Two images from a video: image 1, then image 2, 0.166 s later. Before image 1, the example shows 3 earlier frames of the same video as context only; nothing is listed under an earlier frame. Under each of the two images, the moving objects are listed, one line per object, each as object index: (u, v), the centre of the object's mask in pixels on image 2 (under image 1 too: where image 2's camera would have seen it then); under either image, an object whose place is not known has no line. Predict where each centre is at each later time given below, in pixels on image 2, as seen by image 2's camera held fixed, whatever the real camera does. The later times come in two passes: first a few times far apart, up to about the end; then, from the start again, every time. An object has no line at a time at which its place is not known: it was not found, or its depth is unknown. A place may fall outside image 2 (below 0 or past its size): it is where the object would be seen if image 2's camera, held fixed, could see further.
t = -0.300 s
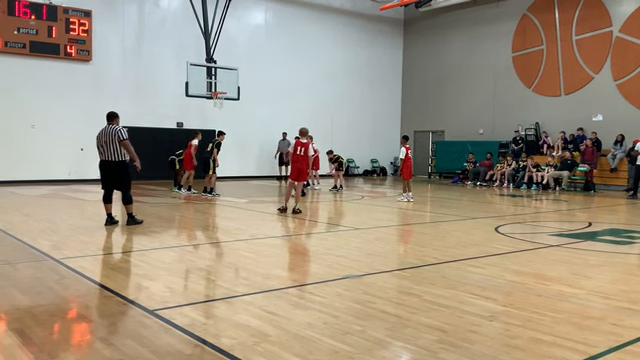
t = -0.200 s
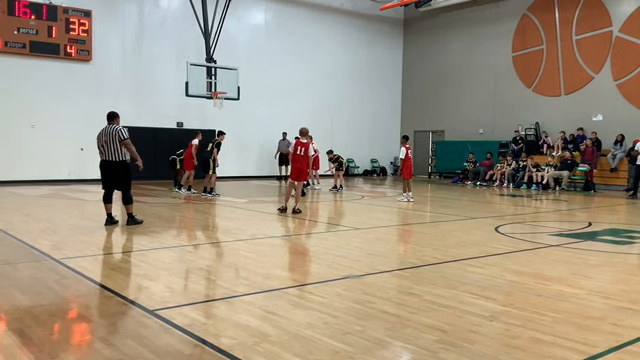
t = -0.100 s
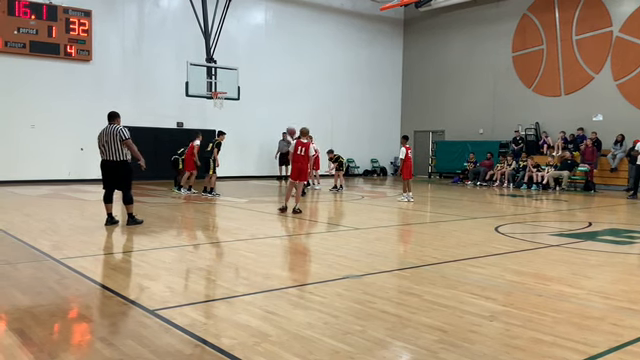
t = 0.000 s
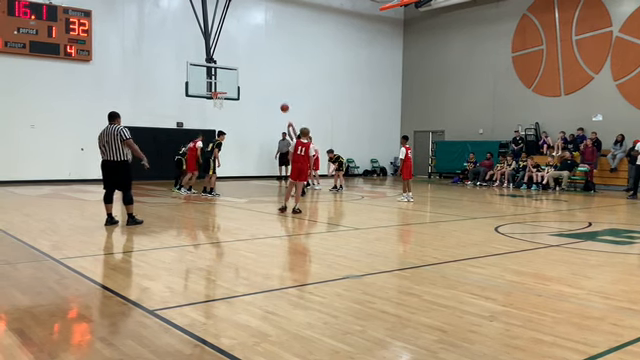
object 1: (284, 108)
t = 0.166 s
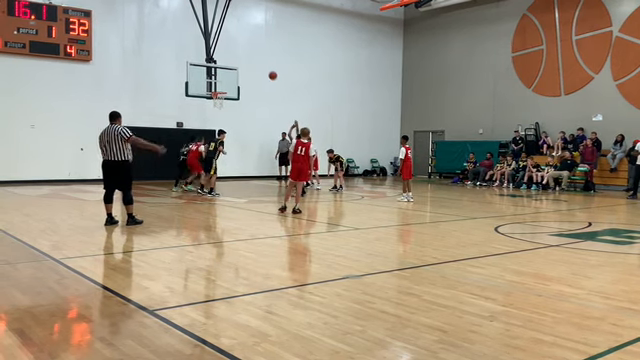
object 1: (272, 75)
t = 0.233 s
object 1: (268, 65)
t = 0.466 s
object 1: (253, 46)
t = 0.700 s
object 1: (239, 45)
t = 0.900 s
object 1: (227, 58)
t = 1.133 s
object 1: (216, 87)
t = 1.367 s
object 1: (228, 82)
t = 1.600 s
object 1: (241, 91)
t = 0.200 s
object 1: (270, 70)
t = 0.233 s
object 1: (268, 65)
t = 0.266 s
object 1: (266, 61)
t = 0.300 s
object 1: (263, 57)
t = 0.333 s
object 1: (261, 54)
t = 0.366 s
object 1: (259, 52)
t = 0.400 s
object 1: (257, 49)
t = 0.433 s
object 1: (255, 47)
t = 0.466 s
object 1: (253, 46)
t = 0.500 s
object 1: (251, 44)
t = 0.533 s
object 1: (249, 43)
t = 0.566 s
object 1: (247, 43)
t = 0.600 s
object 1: (245, 43)
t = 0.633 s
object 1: (243, 43)
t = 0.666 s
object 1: (241, 44)
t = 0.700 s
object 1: (239, 45)
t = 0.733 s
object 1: (237, 46)
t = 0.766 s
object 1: (235, 48)
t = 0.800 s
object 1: (233, 50)
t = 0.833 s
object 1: (231, 52)
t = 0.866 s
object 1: (229, 55)
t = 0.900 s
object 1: (227, 58)
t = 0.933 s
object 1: (226, 61)
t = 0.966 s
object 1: (224, 65)
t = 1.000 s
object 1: (222, 69)
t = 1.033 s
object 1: (220, 74)
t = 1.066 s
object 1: (219, 78)
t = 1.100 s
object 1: (218, 83)
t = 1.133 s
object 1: (216, 87)
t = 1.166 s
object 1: (217, 88)
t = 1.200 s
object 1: (219, 86)
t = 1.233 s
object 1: (220, 85)
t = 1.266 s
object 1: (222, 84)
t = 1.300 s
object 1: (224, 83)
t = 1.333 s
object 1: (226, 82)
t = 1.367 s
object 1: (228, 82)
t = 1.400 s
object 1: (230, 82)
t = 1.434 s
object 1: (231, 83)
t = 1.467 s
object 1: (233, 84)
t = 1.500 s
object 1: (235, 85)
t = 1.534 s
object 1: (237, 86)
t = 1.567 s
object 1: (239, 88)
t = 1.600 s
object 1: (241, 91)
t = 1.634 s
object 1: (243, 93)
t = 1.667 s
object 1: (245, 96)
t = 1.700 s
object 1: (247, 100)
